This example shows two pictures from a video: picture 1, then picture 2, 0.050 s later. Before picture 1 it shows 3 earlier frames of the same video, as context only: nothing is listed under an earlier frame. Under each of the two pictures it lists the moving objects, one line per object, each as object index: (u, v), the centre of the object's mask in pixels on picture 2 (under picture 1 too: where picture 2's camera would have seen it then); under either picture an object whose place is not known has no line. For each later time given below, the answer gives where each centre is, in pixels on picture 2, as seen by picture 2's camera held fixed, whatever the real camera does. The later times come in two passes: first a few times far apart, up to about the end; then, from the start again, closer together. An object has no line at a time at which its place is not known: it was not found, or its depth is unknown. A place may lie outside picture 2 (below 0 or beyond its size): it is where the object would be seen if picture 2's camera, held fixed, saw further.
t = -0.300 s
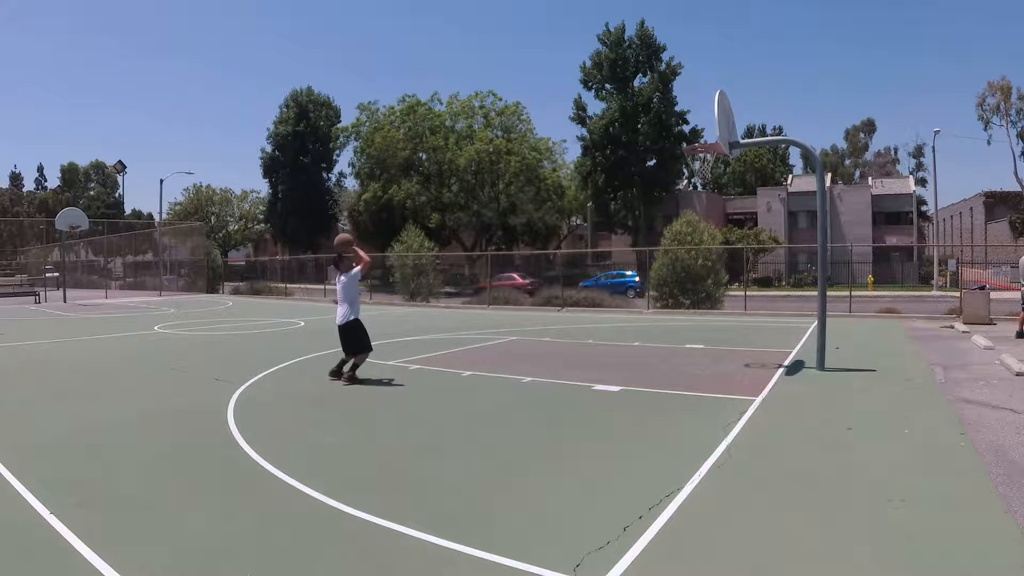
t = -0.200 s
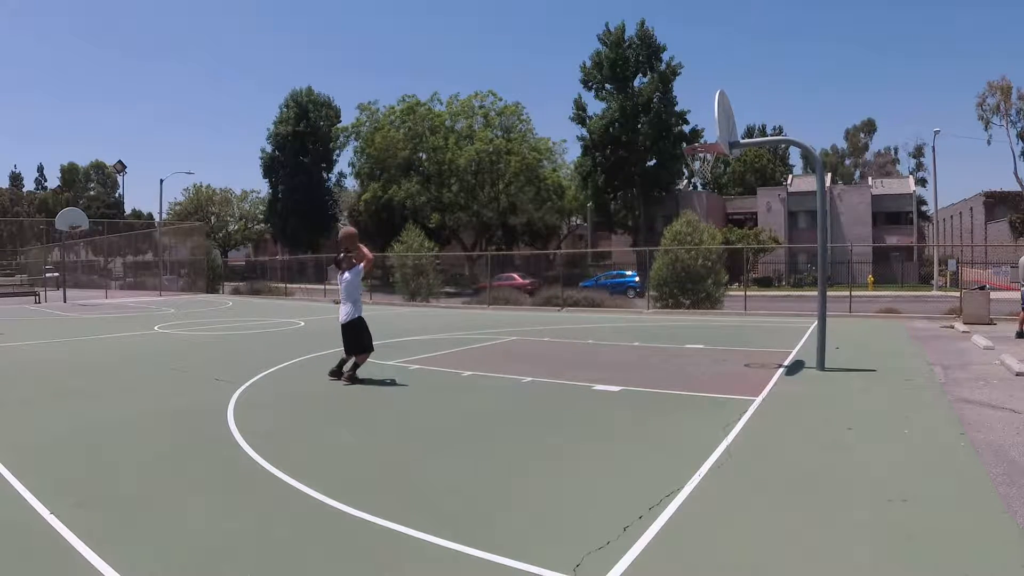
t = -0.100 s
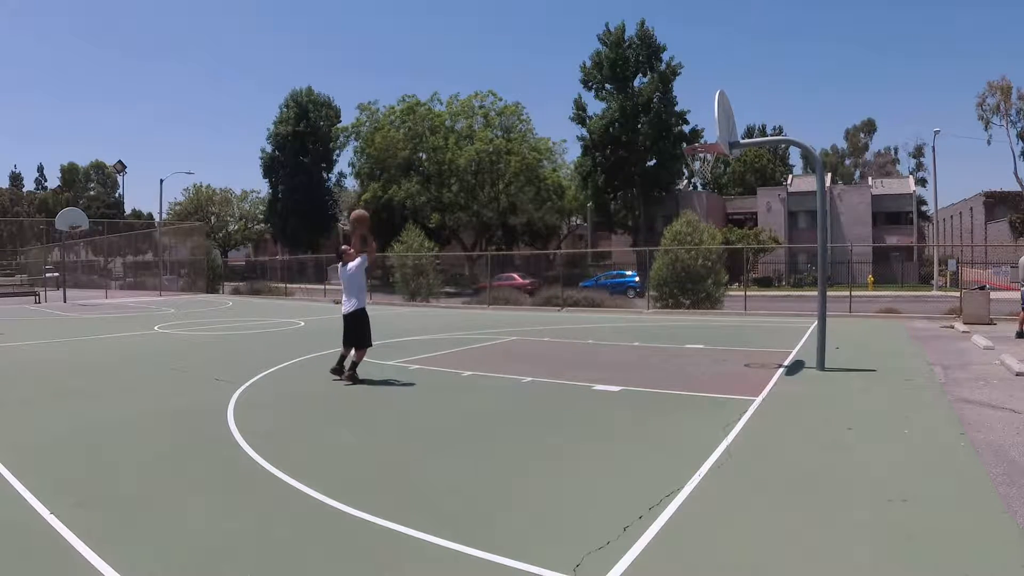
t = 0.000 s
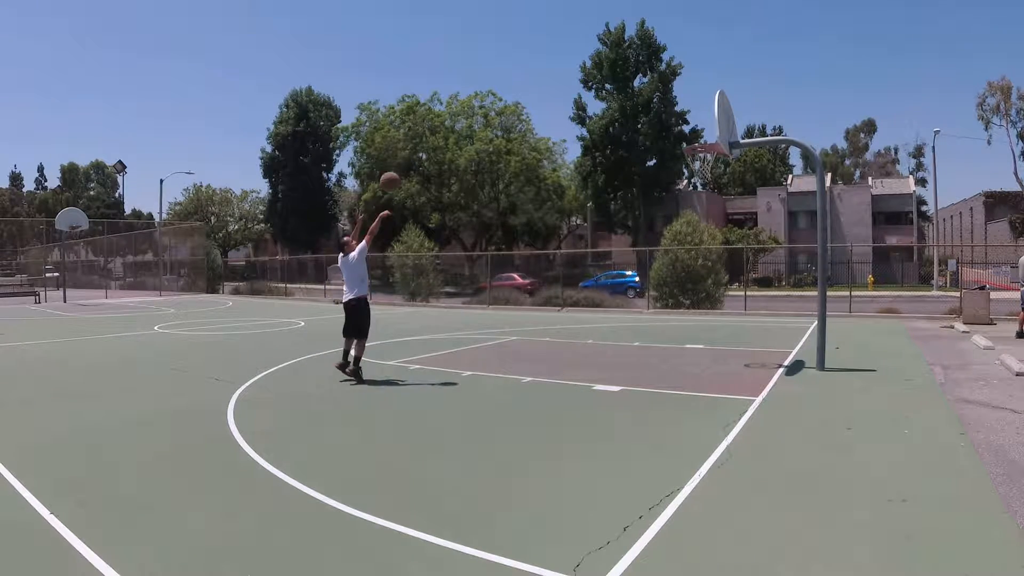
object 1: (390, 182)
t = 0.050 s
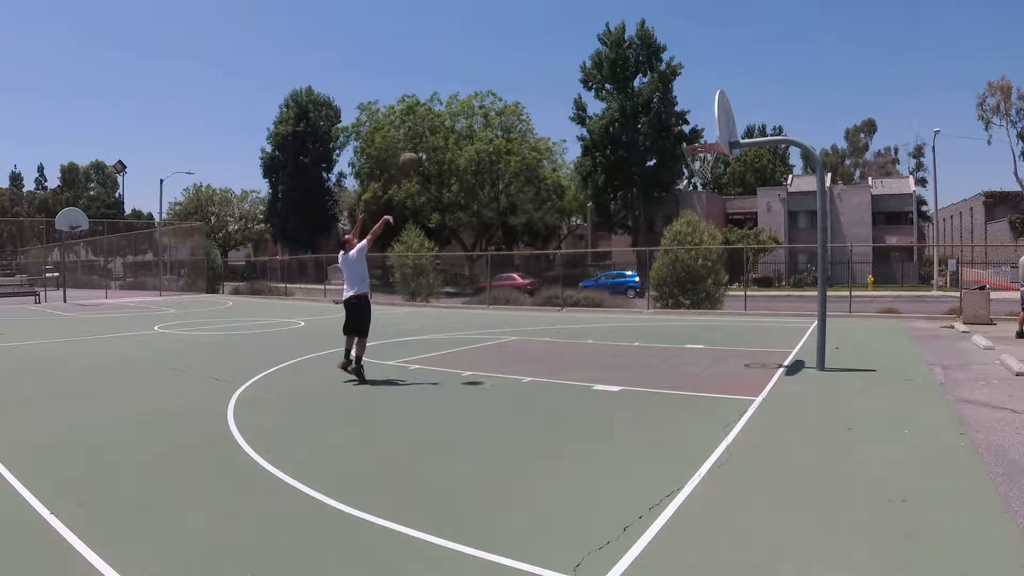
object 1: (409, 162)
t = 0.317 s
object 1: (510, 97)
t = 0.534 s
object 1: (584, 84)
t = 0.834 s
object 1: (678, 122)
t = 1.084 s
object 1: (704, 106)
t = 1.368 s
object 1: (703, 78)
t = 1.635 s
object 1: (706, 109)
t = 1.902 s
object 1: (709, 218)
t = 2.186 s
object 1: (708, 390)
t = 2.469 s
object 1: (723, 223)
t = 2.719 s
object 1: (732, 141)
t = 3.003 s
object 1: (746, 132)
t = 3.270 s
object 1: (762, 248)
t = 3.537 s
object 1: (767, 487)
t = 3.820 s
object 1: (782, 297)
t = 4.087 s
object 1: (785, 222)
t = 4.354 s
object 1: (787, 294)
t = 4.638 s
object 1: (766, 564)
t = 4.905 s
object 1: (785, 409)
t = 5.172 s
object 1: (790, 349)
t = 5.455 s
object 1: (778, 541)
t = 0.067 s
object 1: (416, 156)
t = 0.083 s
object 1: (421, 151)
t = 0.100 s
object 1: (428, 144)
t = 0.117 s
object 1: (435, 139)
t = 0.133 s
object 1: (441, 133)
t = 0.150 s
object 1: (449, 129)
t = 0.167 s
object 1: (454, 126)
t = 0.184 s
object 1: (461, 122)
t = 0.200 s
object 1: (468, 118)
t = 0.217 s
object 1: (473, 114)
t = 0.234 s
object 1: (480, 110)
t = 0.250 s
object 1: (486, 108)
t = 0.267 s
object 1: (492, 104)
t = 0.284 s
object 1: (498, 102)
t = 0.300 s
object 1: (504, 99)
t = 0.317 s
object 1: (510, 97)
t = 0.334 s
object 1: (516, 95)
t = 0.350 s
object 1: (522, 93)
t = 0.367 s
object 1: (528, 91)
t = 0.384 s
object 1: (533, 90)
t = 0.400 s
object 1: (539, 88)
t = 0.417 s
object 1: (545, 87)
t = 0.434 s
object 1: (551, 86)
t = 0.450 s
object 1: (556, 85)
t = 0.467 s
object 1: (562, 85)
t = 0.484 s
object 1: (567, 85)
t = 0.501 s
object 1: (573, 85)
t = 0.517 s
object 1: (579, 85)
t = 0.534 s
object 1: (584, 84)
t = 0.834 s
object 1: (678, 122)
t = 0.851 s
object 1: (683, 126)
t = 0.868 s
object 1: (690, 130)
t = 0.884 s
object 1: (694, 131)
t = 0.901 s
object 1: (698, 137)
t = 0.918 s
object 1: (703, 140)
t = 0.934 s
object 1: (704, 139)
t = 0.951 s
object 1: (704, 136)
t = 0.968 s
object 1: (705, 131)
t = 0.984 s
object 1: (704, 128)
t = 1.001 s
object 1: (704, 124)
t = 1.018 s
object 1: (704, 120)
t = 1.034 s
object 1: (704, 116)
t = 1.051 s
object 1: (704, 112)
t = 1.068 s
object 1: (704, 109)
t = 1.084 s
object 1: (704, 106)
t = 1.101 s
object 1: (704, 103)
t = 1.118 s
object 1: (703, 99)
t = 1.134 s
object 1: (703, 97)
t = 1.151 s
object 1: (703, 94)
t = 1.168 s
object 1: (703, 92)
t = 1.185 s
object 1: (703, 89)
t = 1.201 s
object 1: (703, 87)
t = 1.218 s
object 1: (703, 86)
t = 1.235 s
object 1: (703, 84)
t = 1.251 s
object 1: (703, 82)
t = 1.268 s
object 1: (703, 81)
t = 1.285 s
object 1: (703, 80)
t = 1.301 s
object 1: (703, 79)
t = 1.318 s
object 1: (703, 78)
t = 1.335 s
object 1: (703, 78)
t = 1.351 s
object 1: (703, 78)
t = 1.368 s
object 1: (703, 78)
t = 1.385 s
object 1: (703, 78)
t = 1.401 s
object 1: (703, 78)
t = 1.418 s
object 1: (704, 79)
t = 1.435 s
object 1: (704, 80)
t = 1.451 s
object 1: (704, 81)
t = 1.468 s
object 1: (704, 82)
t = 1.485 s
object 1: (704, 83)
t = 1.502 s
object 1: (704, 85)
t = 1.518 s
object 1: (704, 87)
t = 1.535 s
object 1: (705, 90)
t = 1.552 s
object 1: (705, 92)
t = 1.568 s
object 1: (705, 95)
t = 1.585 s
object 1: (705, 98)
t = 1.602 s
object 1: (705, 101)
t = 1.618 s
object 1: (705, 105)
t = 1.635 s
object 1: (706, 109)
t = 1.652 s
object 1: (706, 113)
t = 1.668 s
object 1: (706, 118)
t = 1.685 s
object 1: (706, 122)
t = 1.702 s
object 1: (707, 128)
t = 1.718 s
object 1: (707, 134)
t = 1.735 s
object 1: (707, 139)
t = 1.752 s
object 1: (707, 146)
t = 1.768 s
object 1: (706, 152)
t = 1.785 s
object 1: (707, 158)
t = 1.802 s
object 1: (706, 167)
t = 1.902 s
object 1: (709, 218)
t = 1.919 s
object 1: (709, 229)
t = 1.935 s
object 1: (708, 241)
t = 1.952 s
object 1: (708, 251)
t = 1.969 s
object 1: (707, 260)
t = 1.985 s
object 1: (707, 273)
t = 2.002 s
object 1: (707, 285)
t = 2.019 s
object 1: (708, 301)
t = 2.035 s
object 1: (708, 314)
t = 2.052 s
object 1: (708, 329)
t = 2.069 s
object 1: (708, 344)
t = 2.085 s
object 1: (707, 359)
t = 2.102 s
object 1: (706, 374)
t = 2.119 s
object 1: (706, 390)
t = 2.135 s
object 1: (705, 406)
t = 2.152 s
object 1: (706, 413)
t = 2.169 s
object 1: (707, 402)
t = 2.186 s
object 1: (708, 390)
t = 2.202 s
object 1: (709, 379)
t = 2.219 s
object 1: (711, 369)
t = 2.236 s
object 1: (711, 356)
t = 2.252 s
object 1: (712, 346)
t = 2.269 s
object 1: (713, 336)
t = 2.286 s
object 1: (714, 324)
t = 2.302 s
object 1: (715, 313)
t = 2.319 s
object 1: (716, 303)
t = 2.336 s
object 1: (717, 293)
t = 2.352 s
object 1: (717, 283)
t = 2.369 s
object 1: (719, 273)
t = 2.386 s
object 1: (720, 264)
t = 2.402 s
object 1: (720, 256)
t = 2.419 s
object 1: (722, 247)
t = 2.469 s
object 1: (723, 223)
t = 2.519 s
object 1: (726, 200)
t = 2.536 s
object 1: (726, 192)
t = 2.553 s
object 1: (727, 186)
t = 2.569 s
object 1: (728, 181)
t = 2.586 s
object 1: (727, 176)
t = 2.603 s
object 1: (728, 171)
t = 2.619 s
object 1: (728, 162)
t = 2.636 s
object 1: (728, 159)
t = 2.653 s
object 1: (730, 156)
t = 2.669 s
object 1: (731, 151)
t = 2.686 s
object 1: (731, 148)
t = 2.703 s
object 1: (732, 145)
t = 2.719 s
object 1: (732, 141)
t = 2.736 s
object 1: (734, 137)
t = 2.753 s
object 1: (734, 134)
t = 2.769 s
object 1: (735, 132)
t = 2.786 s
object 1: (736, 130)
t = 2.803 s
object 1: (736, 129)
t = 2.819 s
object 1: (737, 127)
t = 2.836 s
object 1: (738, 125)
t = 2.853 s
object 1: (739, 125)
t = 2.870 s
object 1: (739, 125)
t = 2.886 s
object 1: (740, 125)
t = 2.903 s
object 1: (741, 125)
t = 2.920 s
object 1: (742, 126)
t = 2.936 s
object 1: (743, 127)
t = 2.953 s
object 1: (744, 129)
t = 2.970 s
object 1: (745, 130)
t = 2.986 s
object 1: (746, 131)
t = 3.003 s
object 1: (746, 132)
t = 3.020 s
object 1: (746, 137)
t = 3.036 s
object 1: (749, 143)
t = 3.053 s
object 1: (749, 146)
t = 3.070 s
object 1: (751, 152)
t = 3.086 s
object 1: (751, 156)
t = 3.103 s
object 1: (752, 165)
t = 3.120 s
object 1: (754, 169)
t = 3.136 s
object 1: (754, 175)
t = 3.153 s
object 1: (757, 182)
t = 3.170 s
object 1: (757, 190)
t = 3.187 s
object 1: (758, 199)
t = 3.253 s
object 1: (761, 237)
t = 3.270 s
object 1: (762, 248)
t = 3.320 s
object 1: (765, 285)
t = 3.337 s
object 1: (767, 298)
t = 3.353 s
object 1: (767, 314)
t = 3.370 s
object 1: (767, 328)
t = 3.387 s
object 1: (767, 343)
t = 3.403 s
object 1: (768, 359)
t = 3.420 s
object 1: (768, 376)
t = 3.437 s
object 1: (769, 393)
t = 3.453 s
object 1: (768, 409)
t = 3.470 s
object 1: (768, 426)
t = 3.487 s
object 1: (768, 444)
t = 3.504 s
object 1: (767, 462)
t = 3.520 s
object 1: (767, 484)
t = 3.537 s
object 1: (767, 487)
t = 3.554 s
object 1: (769, 473)
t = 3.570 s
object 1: (770, 461)
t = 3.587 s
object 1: (771, 448)
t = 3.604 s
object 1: (772, 435)
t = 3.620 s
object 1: (773, 423)
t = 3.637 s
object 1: (775, 411)
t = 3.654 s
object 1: (776, 399)
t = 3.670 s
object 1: (778, 388)
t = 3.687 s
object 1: (777, 377)
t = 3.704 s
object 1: (779, 365)
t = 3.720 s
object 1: (779, 355)
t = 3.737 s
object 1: (779, 344)
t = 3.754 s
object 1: (780, 334)
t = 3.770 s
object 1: (781, 326)
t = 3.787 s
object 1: (781, 315)
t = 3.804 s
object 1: (782, 306)
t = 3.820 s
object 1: (782, 297)
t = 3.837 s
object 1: (782, 289)
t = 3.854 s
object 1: (782, 281)
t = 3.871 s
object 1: (782, 273)
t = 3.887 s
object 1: (782, 267)
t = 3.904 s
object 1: (782, 259)
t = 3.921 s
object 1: (783, 255)
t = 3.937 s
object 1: (784, 248)
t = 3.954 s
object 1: (784, 244)
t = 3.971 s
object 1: (784, 238)
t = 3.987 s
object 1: (784, 234)
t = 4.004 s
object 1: (784, 231)
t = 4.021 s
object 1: (785, 229)
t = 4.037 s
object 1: (785, 226)
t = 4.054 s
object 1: (784, 224)
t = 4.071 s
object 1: (785, 223)
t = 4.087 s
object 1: (785, 222)
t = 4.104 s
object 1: (785, 222)
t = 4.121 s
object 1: (786, 223)
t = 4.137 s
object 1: (785, 222)
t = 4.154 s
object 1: (786, 225)
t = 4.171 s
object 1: (786, 227)
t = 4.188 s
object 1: (786, 229)
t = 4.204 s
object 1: (785, 230)
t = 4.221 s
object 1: (785, 232)
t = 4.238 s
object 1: (785, 238)
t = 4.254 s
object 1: (786, 246)
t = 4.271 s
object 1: (786, 253)
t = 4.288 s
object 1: (787, 259)
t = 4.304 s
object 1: (786, 266)
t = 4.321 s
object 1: (786, 274)
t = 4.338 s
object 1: (787, 284)
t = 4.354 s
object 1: (787, 294)
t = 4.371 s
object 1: (787, 305)
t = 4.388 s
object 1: (786, 317)
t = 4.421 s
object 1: (786, 344)
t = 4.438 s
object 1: (786, 359)
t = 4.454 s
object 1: (784, 372)
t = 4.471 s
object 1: (784, 388)
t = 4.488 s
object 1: (782, 404)
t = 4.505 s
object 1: (782, 421)
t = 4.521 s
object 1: (780, 439)
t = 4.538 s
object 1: (779, 457)
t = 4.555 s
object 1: (777, 477)
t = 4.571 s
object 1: (775, 496)
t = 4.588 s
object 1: (774, 519)
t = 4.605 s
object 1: (771, 540)
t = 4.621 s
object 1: (769, 555)
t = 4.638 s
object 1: (766, 564)
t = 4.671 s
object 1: (768, 566)
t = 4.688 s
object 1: (769, 559)
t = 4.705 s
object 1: (770, 550)
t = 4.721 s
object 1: (772, 539)
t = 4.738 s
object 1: (774, 526)
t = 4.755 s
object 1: (775, 512)
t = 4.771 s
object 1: (776, 499)
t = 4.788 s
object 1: (778, 486)
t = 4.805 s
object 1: (779, 473)
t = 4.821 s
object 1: (780, 462)
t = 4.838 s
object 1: (781, 451)
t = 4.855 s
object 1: (783, 440)
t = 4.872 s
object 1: (783, 429)
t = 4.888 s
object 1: (784, 419)
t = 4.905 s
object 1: (785, 409)
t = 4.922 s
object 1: (785, 399)
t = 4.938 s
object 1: (786, 391)
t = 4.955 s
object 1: (786, 382)
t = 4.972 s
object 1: (787, 376)
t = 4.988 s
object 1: (787, 369)
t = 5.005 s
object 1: (788, 364)
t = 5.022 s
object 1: (787, 358)
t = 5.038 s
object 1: (788, 354)
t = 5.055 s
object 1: (789, 350)
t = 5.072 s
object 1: (789, 347)
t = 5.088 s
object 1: (789, 345)
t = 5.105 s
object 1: (790, 345)
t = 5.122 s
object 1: (790, 345)
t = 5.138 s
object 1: (790, 345)
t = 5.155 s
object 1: (790, 347)
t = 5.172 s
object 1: (790, 349)
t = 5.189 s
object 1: (790, 352)
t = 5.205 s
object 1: (790, 357)
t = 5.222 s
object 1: (790, 363)
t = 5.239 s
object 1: (790, 368)
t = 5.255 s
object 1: (790, 376)
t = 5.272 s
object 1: (789, 383)
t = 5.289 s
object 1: (788, 394)
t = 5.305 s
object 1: (789, 404)
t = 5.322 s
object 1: (788, 416)
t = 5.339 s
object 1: (788, 429)
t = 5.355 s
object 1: (786, 443)
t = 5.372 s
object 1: (786, 458)
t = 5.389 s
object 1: (785, 474)
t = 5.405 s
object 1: (783, 490)
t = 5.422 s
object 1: (781, 508)
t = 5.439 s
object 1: (780, 526)
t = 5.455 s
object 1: (778, 541)
